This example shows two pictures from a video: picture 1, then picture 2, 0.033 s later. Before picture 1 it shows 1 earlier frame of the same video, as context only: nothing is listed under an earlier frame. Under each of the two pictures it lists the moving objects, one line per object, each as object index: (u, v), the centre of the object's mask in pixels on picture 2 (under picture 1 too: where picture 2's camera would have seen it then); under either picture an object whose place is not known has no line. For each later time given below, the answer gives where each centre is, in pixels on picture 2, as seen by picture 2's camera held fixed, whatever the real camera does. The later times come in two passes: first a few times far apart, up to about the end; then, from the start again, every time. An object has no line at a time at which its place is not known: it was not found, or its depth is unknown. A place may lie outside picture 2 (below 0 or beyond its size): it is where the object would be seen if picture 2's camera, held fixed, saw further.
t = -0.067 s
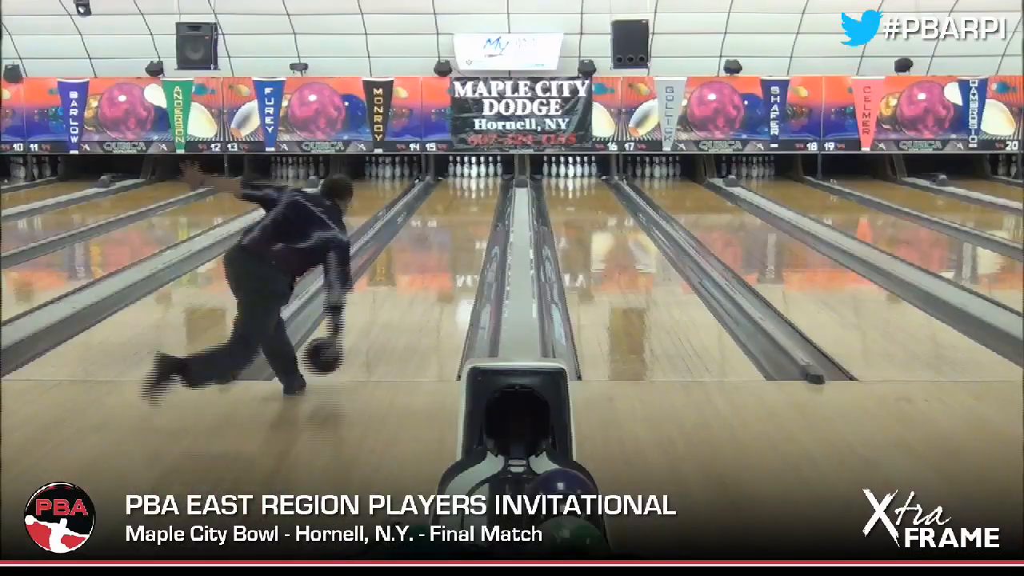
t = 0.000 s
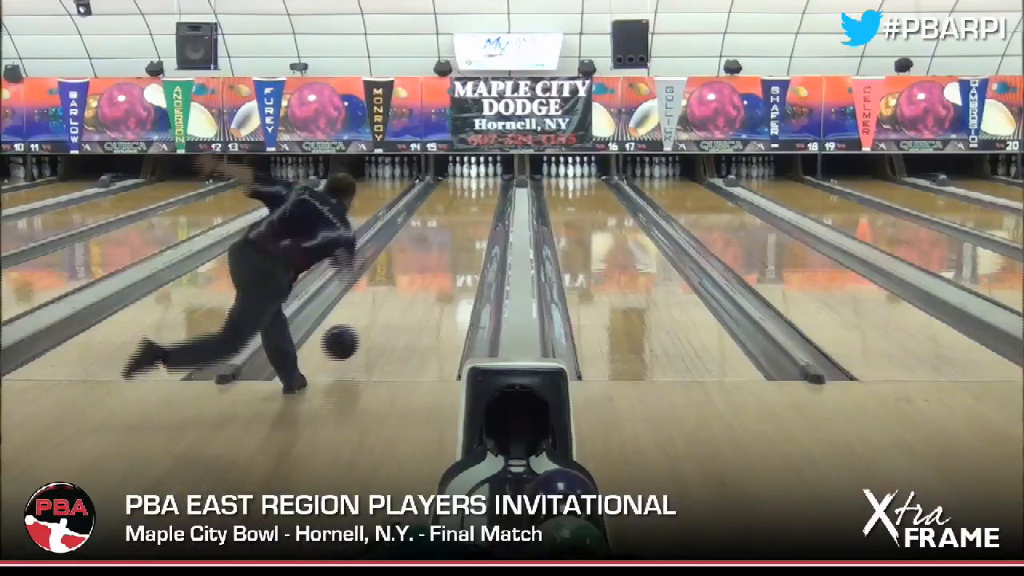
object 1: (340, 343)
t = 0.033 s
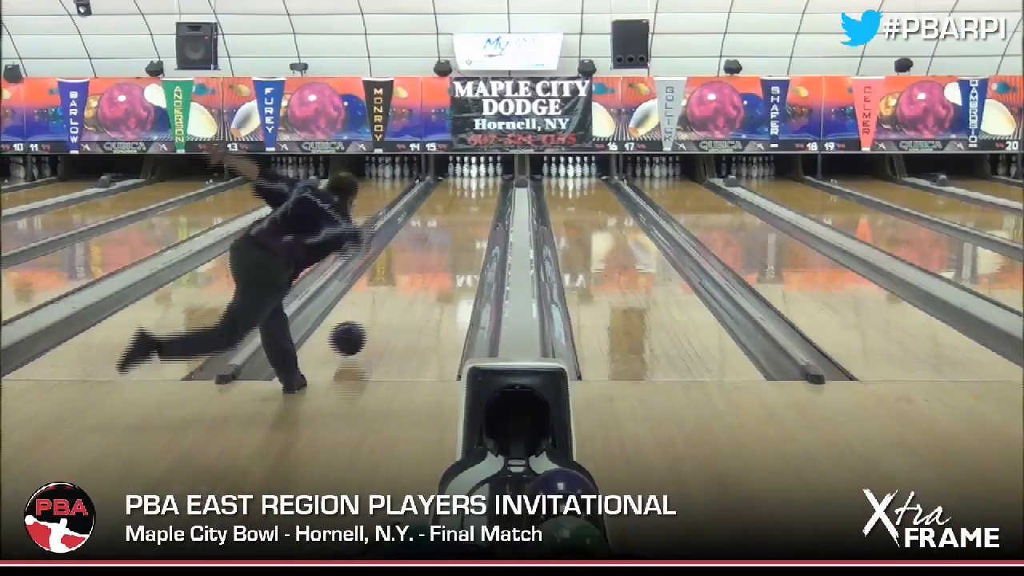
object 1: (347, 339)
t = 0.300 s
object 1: (394, 292)
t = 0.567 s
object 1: (425, 259)
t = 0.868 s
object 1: (448, 232)
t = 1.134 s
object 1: (462, 214)
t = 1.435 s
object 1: (473, 199)
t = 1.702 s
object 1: (478, 189)
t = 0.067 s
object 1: (354, 336)
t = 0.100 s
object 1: (362, 328)
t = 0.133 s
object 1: (368, 321)
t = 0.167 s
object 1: (373, 315)
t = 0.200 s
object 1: (379, 309)
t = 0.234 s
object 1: (385, 303)
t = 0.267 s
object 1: (390, 297)
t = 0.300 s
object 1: (394, 292)
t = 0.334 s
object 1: (399, 287)
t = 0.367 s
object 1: (403, 283)
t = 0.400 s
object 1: (407, 278)
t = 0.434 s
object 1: (411, 274)
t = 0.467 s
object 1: (415, 270)
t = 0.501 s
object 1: (418, 266)
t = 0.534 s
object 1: (422, 262)
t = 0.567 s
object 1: (425, 259)
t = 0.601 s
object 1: (428, 259)
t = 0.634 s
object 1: (431, 254)
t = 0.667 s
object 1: (433, 250)
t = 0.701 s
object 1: (436, 246)
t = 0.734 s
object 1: (439, 243)
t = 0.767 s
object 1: (441, 240)
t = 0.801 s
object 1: (443, 238)
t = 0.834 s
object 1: (445, 235)
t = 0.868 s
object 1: (448, 232)
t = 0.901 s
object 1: (449, 229)
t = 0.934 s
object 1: (452, 227)
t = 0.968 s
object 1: (454, 225)
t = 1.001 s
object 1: (455, 222)
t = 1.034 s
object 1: (457, 220)
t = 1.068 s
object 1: (459, 218)
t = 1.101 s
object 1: (460, 216)
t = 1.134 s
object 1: (462, 214)
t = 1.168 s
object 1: (463, 212)
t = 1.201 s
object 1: (465, 210)
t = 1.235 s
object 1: (466, 208)
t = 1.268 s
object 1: (468, 207)
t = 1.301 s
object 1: (469, 205)
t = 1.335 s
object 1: (470, 204)
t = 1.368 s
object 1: (471, 202)
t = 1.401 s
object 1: (473, 200)
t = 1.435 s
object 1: (473, 199)
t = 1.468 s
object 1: (474, 198)
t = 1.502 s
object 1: (475, 196)
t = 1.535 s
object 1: (476, 194)
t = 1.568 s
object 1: (476, 193)
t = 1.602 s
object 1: (477, 192)
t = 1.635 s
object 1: (477, 191)
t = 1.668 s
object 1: (478, 189)
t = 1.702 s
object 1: (478, 189)
